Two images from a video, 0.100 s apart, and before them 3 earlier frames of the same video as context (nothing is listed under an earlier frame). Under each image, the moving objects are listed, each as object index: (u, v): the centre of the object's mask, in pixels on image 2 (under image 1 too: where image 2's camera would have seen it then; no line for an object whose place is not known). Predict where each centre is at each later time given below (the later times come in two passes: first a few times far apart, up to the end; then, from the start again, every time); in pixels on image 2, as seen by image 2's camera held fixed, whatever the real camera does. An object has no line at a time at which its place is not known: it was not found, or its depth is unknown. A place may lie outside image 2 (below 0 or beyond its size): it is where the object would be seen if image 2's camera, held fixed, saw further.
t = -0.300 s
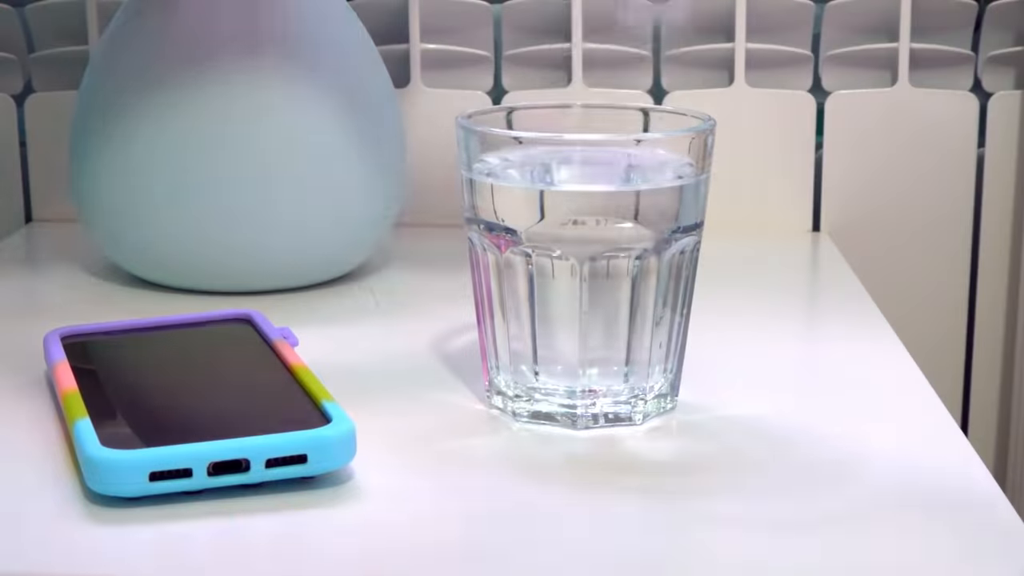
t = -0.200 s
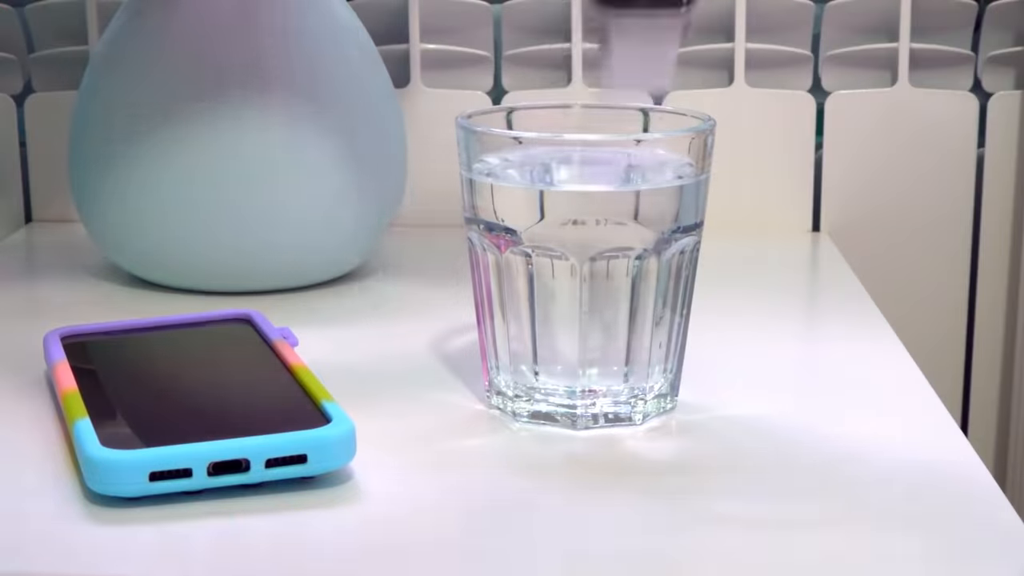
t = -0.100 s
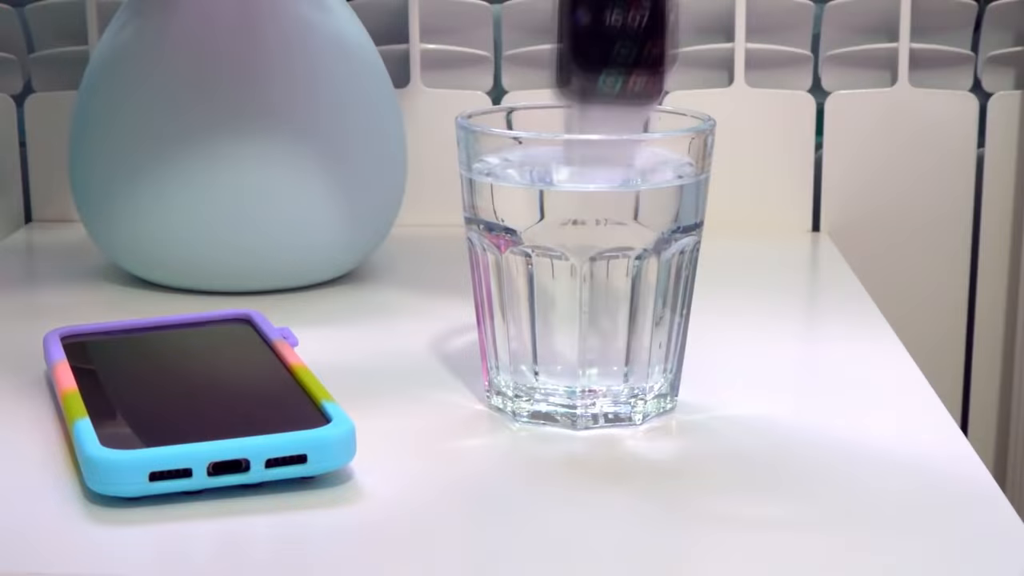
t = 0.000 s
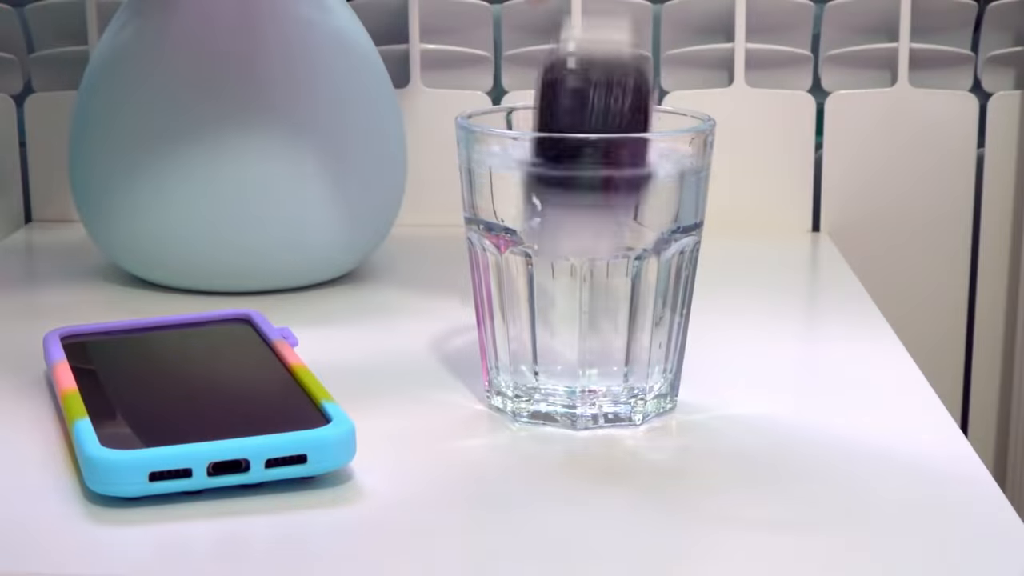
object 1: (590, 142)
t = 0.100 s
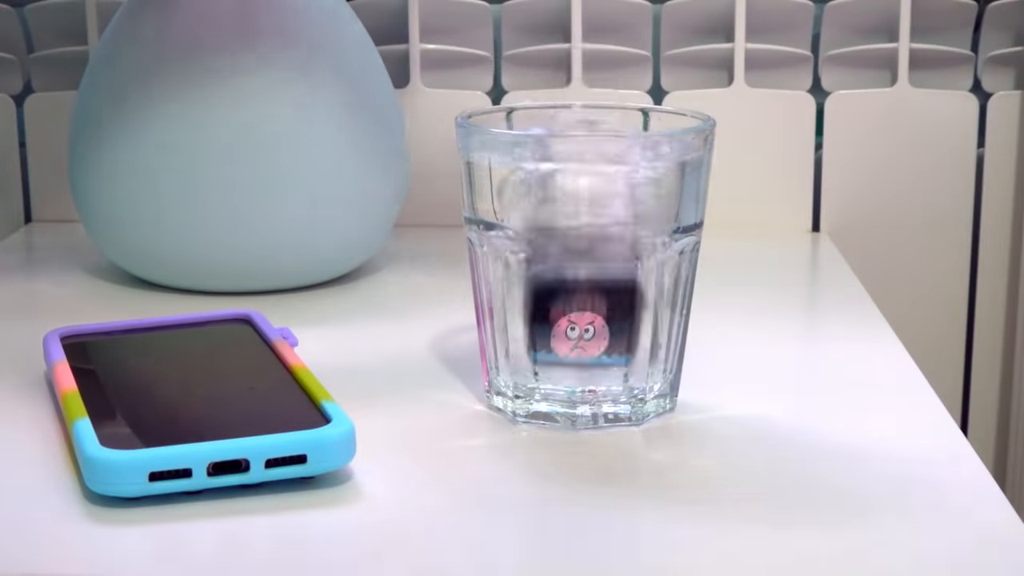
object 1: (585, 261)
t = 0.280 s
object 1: (588, 271)
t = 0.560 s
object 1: (587, 275)
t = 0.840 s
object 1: (587, 274)
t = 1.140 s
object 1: (587, 274)
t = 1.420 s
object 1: (587, 274)
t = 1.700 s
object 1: (587, 275)
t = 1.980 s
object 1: (587, 275)
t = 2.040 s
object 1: (587, 274)
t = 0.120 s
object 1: (588, 263)
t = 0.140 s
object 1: (589, 272)
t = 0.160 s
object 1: (588, 271)
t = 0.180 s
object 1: (588, 272)
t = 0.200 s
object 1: (588, 272)
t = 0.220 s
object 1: (588, 273)
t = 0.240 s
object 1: (588, 272)
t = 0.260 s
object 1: (588, 274)
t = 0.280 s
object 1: (588, 271)
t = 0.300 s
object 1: (588, 272)
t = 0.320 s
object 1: (588, 273)
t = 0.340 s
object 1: (588, 274)
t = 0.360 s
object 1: (587, 273)
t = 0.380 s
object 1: (587, 282)
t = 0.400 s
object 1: (587, 283)
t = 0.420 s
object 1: (587, 283)
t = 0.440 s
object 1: (587, 282)
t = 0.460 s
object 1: (587, 275)
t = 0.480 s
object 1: (587, 274)
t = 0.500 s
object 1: (587, 275)
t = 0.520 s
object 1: (587, 274)
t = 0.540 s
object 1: (587, 275)
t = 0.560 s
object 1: (587, 275)
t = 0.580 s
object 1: (587, 275)
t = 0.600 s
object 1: (587, 275)
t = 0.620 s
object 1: (587, 276)
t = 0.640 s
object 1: (588, 274)
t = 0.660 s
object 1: (588, 274)
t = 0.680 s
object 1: (588, 274)
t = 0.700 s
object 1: (587, 275)
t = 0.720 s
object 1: (587, 274)
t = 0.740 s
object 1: (587, 274)
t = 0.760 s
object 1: (587, 274)
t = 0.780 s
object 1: (587, 274)
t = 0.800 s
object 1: (587, 274)
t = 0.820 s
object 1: (587, 274)
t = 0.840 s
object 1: (587, 274)
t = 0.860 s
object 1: (588, 274)
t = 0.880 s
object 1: (588, 274)
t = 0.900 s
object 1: (588, 274)
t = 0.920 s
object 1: (588, 274)
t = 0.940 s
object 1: (588, 273)
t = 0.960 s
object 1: (588, 274)
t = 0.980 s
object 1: (588, 274)
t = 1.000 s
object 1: (587, 274)
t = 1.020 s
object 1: (587, 274)
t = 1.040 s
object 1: (587, 274)
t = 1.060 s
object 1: (587, 274)
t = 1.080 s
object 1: (587, 274)
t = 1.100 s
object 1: (587, 274)
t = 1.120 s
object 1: (587, 274)
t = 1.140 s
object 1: (587, 274)
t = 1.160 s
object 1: (587, 274)
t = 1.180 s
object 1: (587, 274)
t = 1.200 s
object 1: (587, 273)
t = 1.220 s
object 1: (587, 274)
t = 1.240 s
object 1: (587, 274)
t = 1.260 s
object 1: (587, 274)
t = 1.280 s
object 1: (587, 274)
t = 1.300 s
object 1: (587, 274)
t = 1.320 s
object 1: (587, 274)
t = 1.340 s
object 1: (587, 274)
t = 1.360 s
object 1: (587, 275)
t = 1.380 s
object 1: (587, 275)
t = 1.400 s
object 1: (587, 275)
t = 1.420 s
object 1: (587, 274)
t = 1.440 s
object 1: (587, 274)
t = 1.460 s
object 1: (587, 274)
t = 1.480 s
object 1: (587, 274)
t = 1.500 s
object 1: (587, 274)
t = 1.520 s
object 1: (587, 274)
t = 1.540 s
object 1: (587, 274)
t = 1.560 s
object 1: (587, 274)
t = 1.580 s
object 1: (587, 274)
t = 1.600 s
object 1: (587, 275)
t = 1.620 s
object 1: (587, 275)
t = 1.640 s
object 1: (587, 275)
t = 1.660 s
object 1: (587, 275)
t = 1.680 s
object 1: (587, 275)
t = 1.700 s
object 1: (587, 275)
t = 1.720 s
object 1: (587, 275)
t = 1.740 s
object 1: (587, 275)
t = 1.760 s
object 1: (587, 274)
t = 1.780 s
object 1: (587, 274)
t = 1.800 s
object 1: (587, 274)
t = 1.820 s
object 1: (587, 274)
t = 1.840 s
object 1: (587, 274)
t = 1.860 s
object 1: (587, 277)
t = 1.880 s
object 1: (587, 275)
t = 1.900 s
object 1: (587, 274)
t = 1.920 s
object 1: (587, 275)
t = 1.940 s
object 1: (587, 275)
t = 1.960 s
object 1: (587, 275)
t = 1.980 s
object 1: (587, 275)
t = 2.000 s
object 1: (587, 275)
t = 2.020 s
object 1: (587, 275)
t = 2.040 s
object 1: (587, 274)
